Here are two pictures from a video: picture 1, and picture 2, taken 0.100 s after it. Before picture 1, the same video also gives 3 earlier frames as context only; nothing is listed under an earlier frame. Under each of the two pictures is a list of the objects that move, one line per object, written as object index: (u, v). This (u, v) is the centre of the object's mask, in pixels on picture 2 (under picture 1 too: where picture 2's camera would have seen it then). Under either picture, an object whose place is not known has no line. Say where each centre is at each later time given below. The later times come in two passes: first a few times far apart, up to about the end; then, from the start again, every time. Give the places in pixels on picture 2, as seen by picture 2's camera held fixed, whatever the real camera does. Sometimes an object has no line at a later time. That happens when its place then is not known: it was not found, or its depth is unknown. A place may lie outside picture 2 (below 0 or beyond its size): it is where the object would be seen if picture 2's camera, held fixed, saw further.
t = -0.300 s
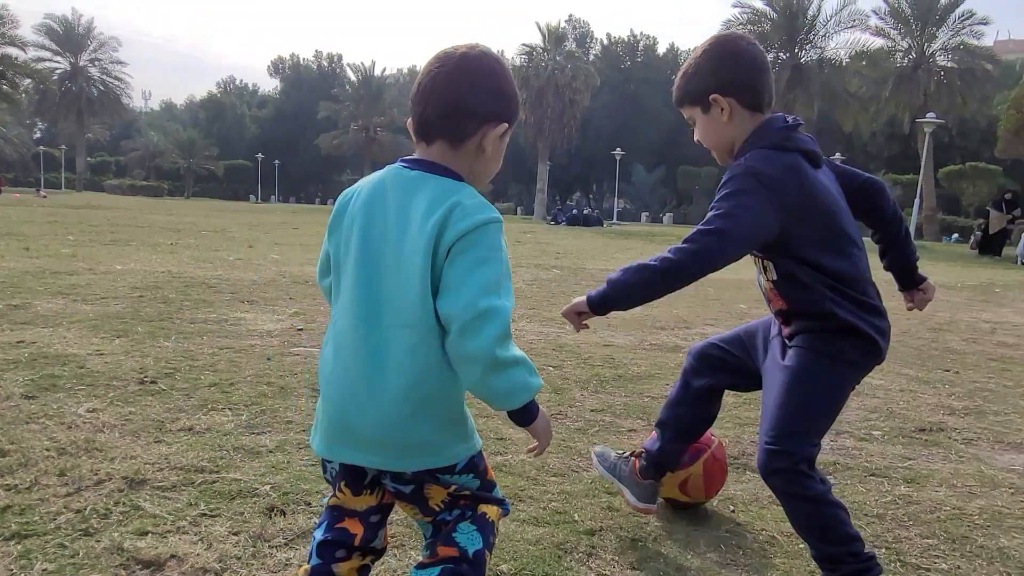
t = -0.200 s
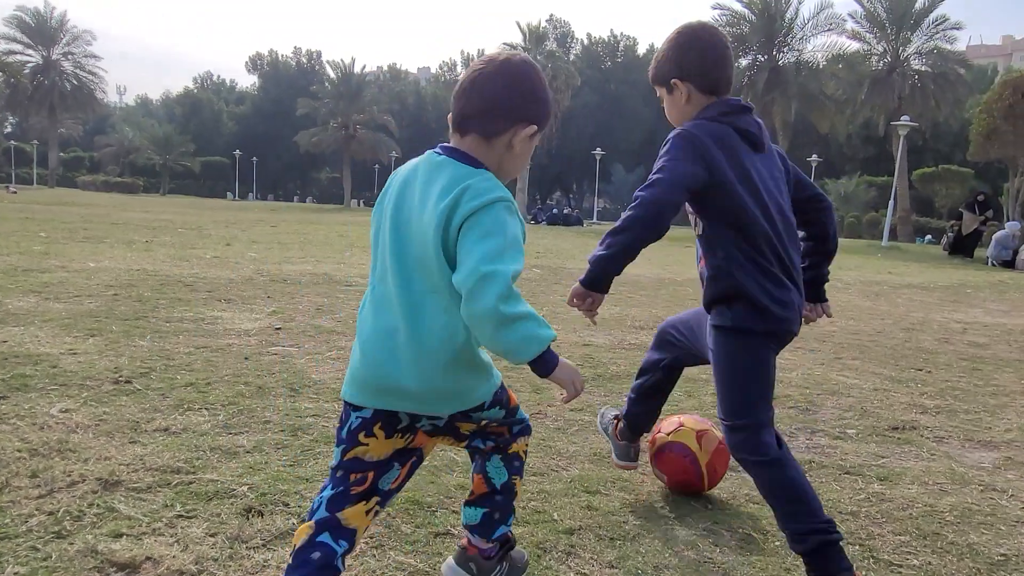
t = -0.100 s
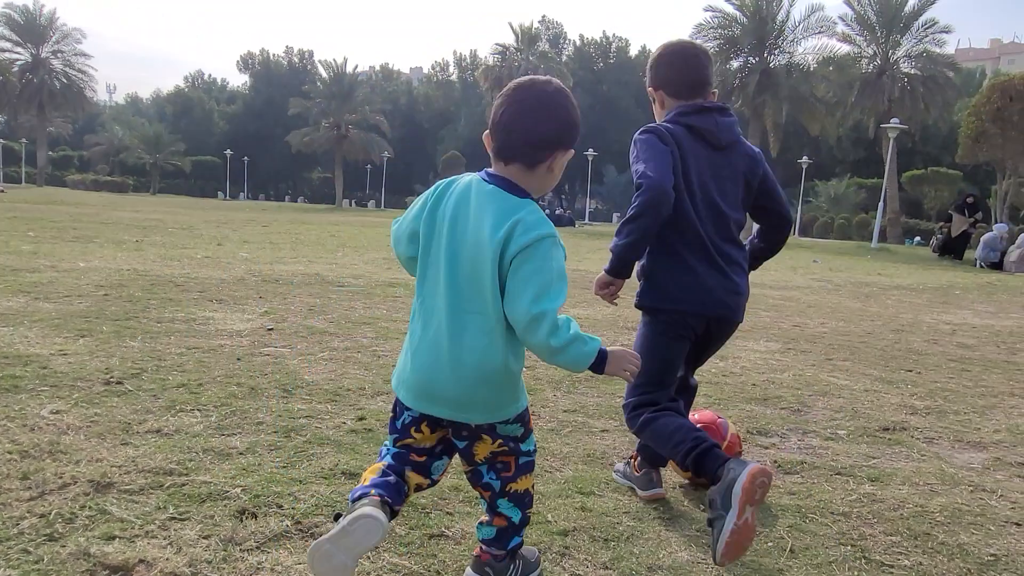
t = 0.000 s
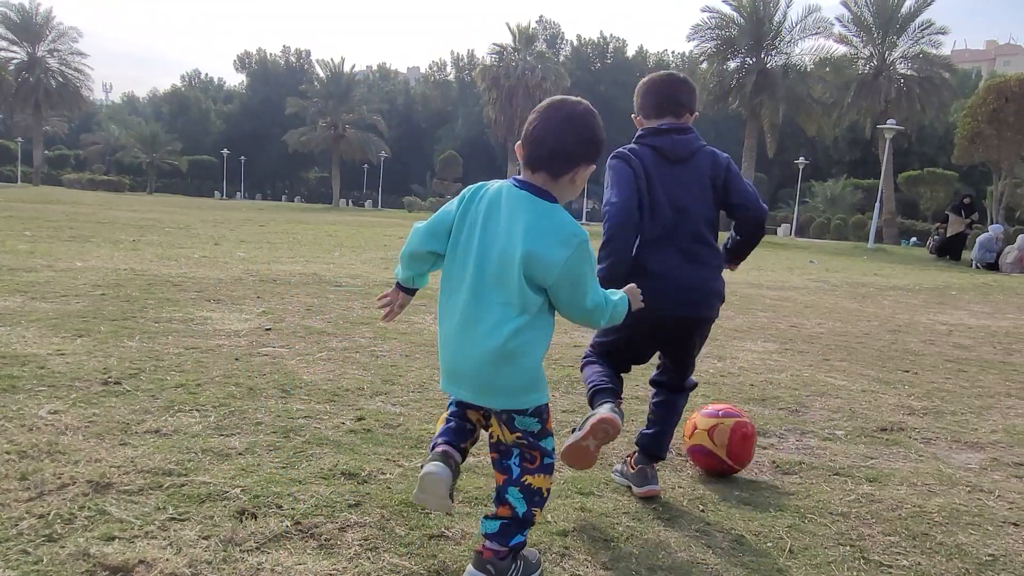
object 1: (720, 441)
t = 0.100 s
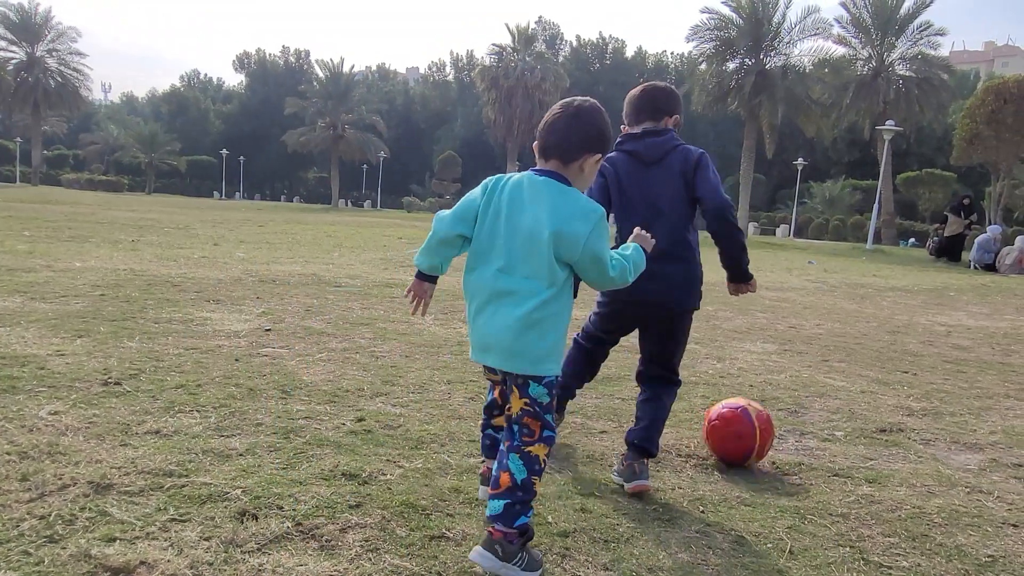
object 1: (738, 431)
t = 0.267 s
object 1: (770, 423)
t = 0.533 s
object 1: (812, 409)
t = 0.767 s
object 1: (841, 396)
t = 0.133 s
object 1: (744, 429)
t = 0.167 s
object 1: (751, 425)
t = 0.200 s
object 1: (758, 424)
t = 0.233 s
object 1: (764, 423)
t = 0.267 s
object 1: (770, 423)
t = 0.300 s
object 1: (776, 421)
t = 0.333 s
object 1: (782, 419)
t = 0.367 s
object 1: (788, 417)
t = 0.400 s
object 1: (793, 416)
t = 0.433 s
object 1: (799, 413)
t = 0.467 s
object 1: (803, 411)
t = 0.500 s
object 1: (807, 411)
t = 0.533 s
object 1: (812, 409)
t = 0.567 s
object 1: (817, 405)
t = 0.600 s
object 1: (821, 405)
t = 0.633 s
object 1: (825, 404)
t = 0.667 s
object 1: (829, 401)
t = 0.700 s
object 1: (833, 400)
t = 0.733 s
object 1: (837, 399)
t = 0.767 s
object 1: (841, 396)
